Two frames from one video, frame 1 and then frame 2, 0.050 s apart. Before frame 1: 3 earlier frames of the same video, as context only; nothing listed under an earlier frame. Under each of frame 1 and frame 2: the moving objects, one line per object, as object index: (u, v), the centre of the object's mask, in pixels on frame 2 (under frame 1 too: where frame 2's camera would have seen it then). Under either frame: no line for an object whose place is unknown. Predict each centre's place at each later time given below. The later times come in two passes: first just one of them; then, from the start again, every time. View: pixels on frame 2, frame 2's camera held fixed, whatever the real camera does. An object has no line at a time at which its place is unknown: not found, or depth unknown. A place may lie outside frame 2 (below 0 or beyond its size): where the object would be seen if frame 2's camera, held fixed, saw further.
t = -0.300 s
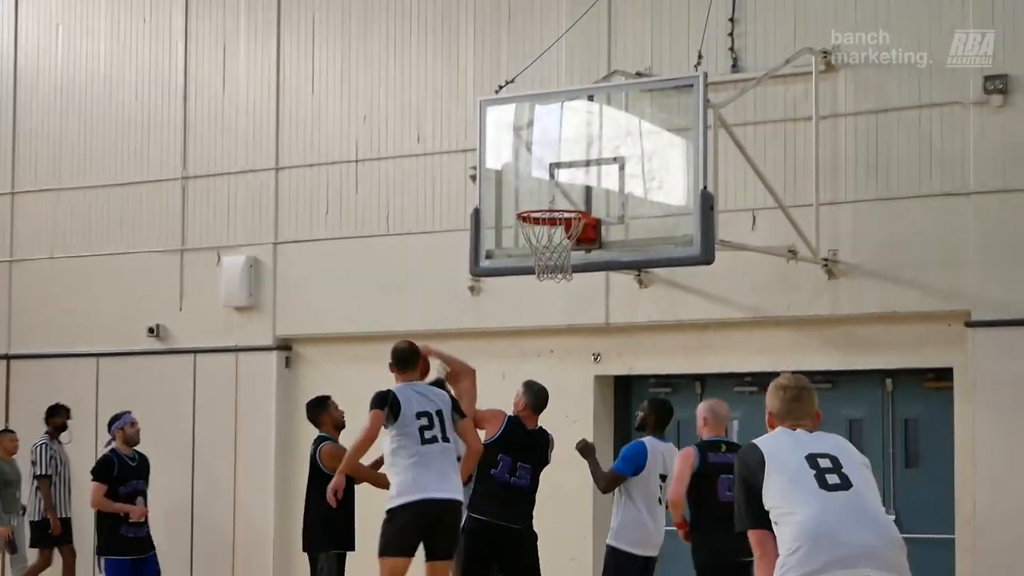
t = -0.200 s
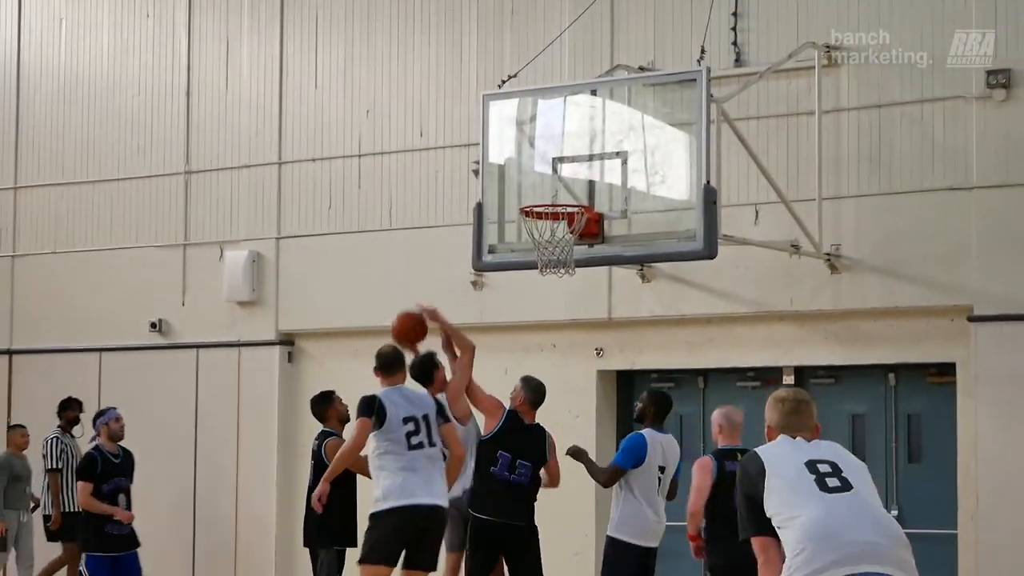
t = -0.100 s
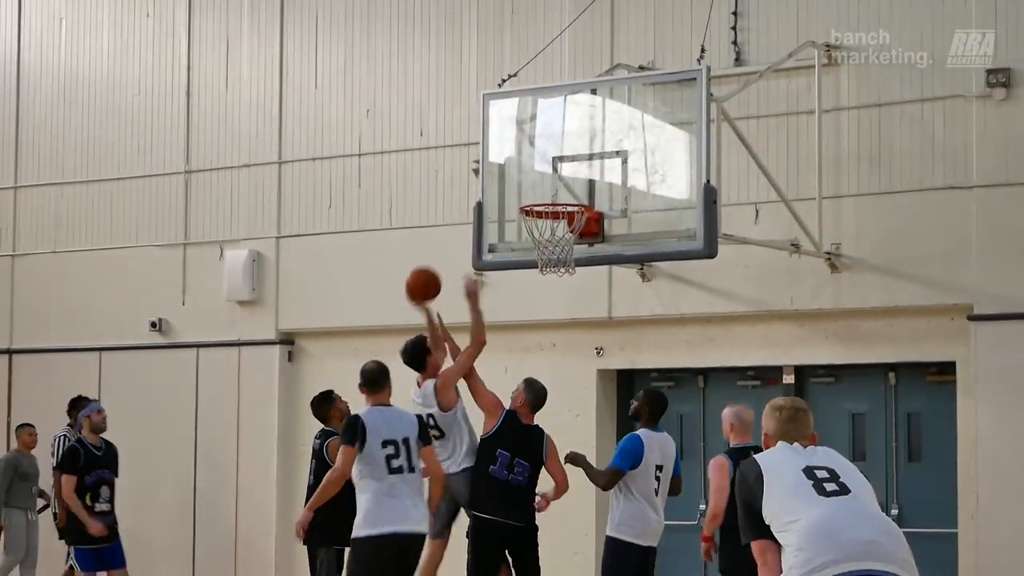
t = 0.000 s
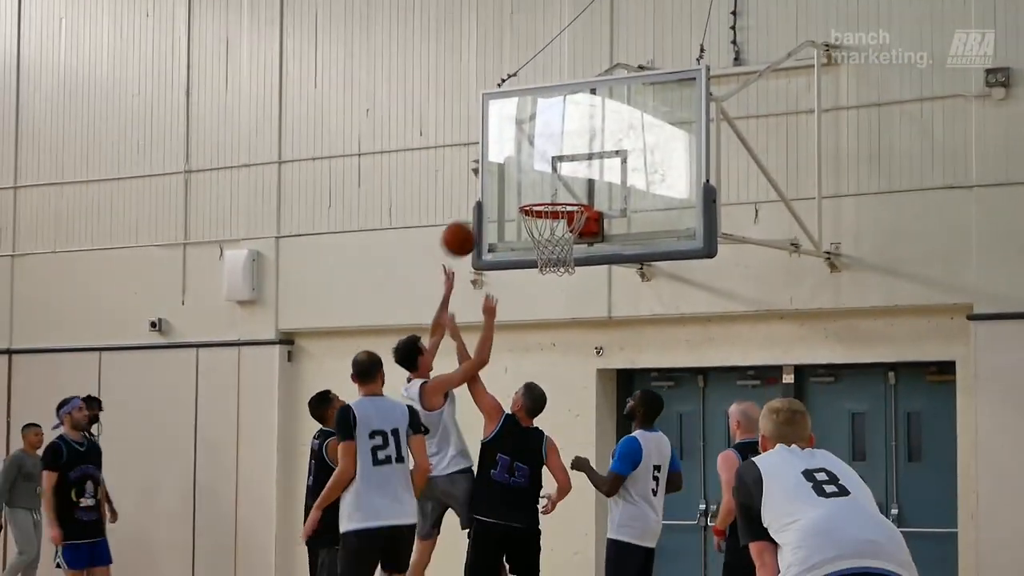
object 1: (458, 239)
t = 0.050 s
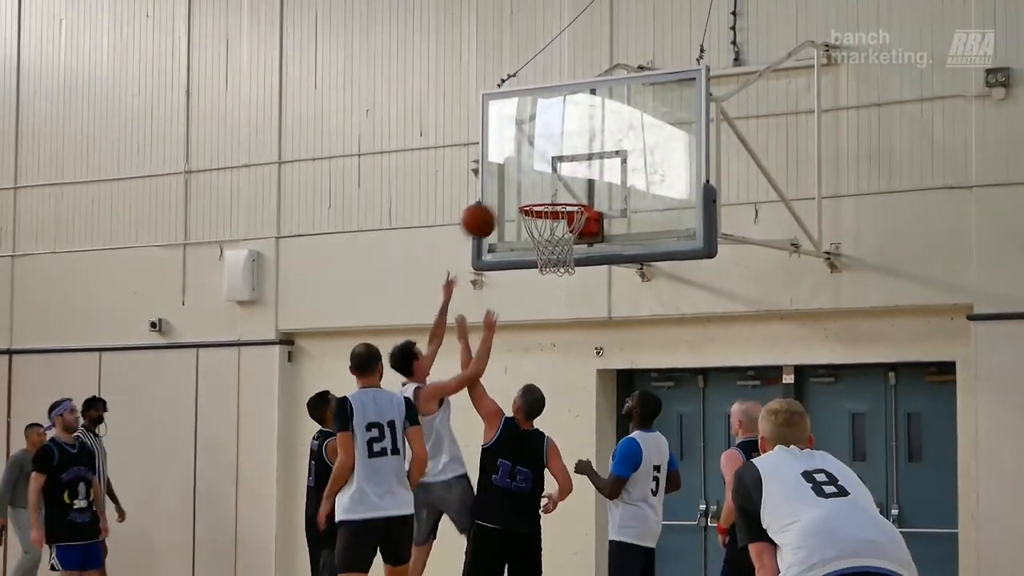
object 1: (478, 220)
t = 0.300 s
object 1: (523, 189)
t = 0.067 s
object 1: (485, 215)
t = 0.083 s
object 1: (491, 210)
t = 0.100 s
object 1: (497, 206)
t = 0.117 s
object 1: (504, 202)
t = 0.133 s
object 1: (510, 197)
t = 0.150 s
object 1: (516, 194)
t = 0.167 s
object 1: (523, 190)
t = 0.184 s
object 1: (529, 188)
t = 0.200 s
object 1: (531, 188)
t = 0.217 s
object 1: (530, 187)
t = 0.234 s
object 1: (529, 187)
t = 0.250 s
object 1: (528, 187)
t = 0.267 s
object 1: (526, 187)
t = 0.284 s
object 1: (525, 188)
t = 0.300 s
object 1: (523, 189)
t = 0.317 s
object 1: (522, 190)
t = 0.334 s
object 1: (520, 192)
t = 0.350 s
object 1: (519, 192)
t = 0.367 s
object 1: (517, 191)
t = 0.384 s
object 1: (515, 189)
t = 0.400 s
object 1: (513, 188)
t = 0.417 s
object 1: (511, 187)
